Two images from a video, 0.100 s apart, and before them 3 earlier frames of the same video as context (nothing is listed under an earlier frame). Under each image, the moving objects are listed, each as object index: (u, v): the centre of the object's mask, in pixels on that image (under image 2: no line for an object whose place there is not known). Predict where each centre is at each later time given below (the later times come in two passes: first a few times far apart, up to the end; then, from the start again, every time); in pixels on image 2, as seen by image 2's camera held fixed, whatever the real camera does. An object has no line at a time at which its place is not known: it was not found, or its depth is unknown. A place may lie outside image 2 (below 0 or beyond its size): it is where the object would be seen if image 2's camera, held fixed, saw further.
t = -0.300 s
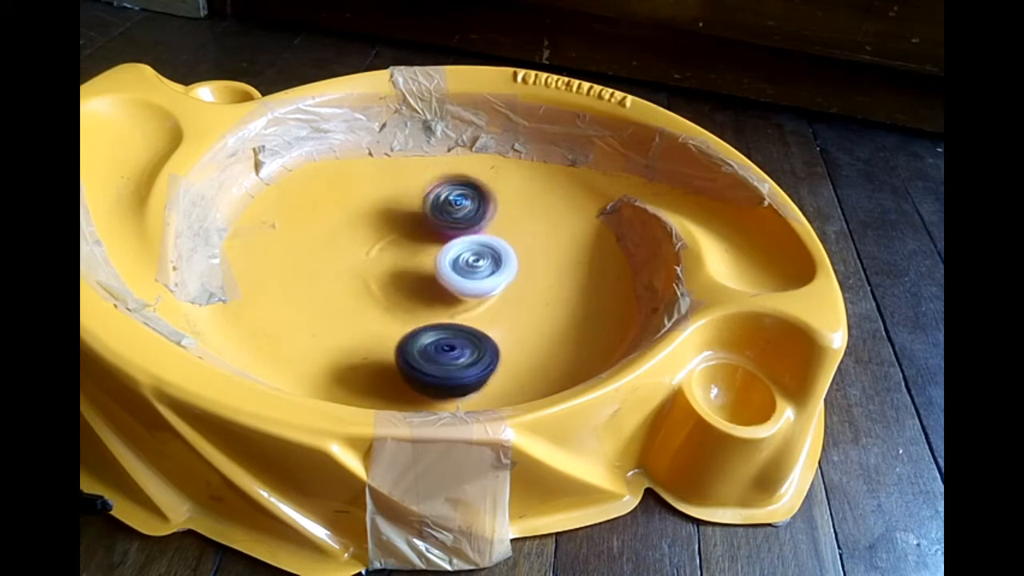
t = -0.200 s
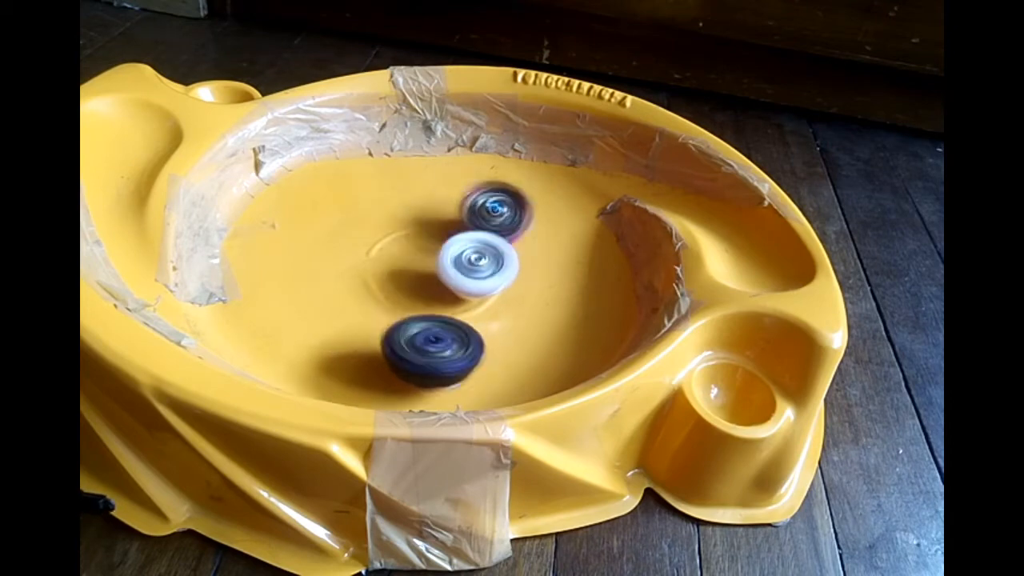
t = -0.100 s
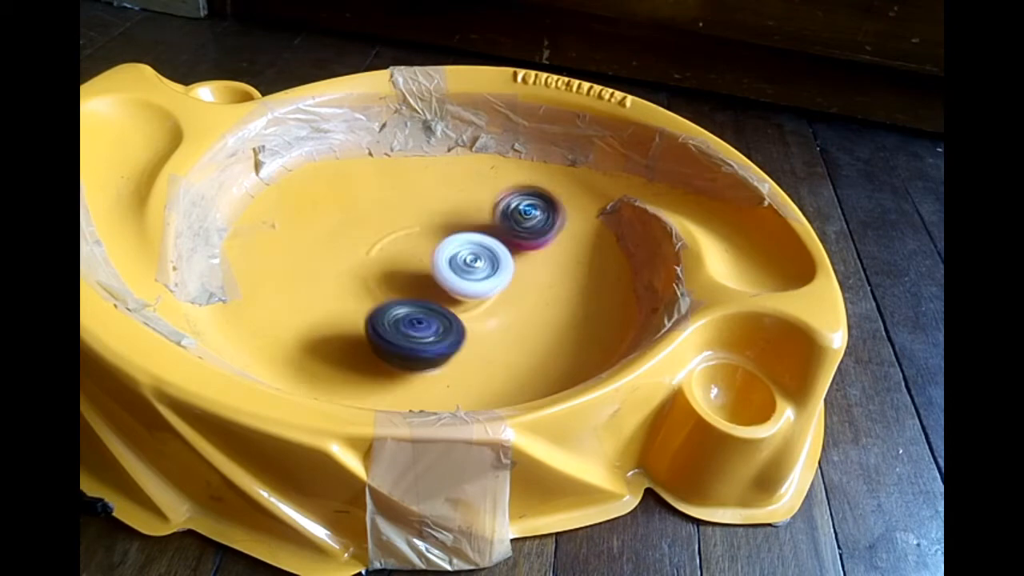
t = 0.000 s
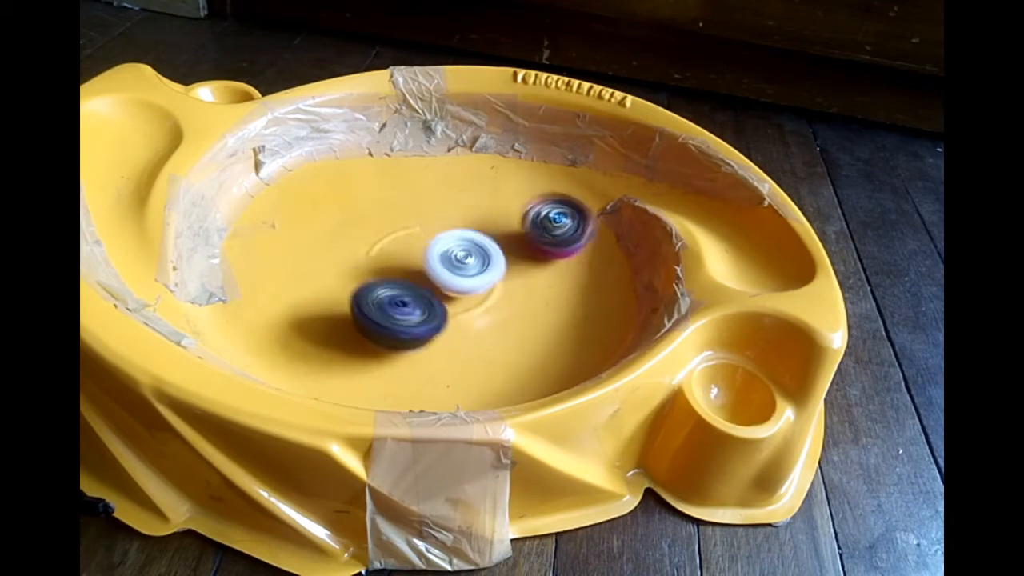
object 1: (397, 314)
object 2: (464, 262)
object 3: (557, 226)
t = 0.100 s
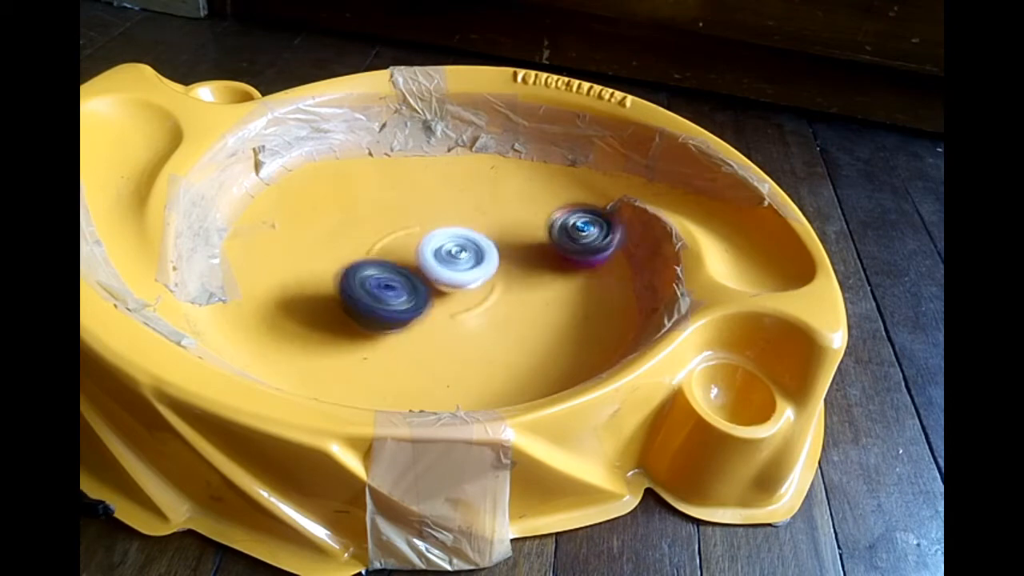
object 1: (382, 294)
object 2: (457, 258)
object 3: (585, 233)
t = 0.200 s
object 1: (366, 278)
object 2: (458, 253)
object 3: (602, 241)
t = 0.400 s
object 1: (356, 245)
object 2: (459, 248)
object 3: (595, 253)
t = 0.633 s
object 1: (380, 221)
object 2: (467, 244)
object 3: (543, 287)
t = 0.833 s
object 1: (375, 203)
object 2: (483, 208)
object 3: (500, 331)
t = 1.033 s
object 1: (377, 207)
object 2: (492, 196)
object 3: (452, 356)
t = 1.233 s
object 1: (396, 218)
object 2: (487, 194)
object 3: (391, 345)
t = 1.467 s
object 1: (401, 234)
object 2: (484, 189)
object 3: (347, 302)
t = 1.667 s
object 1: (451, 229)
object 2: (496, 183)
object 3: (247, 296)
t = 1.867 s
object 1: (477, 238)
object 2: (502, 184)
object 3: (227, 282)
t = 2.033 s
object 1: (474, 262)
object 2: (500, 183)
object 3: (245, 270)
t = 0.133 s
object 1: (375, 289)
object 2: (458, 256)
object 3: (591, 236)
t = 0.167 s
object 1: (369, 284)
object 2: (458, 255)
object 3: (598, 238)
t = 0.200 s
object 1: (366, 278)
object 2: (458, 253)
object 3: (602, 241)
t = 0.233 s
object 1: (365, 272)
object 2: (458, 253)
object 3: (605, 242)
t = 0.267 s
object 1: (366, 266)
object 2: (456, 252)
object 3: (606, 243)
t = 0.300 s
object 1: (366, 260)
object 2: (455, 251)
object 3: (606, 245)
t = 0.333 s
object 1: (366, 254)
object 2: (454, 250)
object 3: (603, 247)
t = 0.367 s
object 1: (360, 250)
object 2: (457, 249)
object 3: (600, 249)
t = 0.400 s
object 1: (356, 245)
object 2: (459, 248)
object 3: (595, 253)
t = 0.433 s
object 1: (355, 241)
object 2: (460, 247)
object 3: (588, 258)
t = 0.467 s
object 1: (356, 236)
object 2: (461, 246)
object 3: (582, 263)
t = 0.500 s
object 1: (360, 233)
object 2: (463, 246)
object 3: (574, 268)
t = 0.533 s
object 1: (364, 229)
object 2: (464, 245)
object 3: (568, 273)
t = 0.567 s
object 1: (369, 226)
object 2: (465, 245)
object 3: (561, 277)
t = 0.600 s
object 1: (376, 224)
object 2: (465, 244)
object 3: (553, 282)
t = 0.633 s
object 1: (380, 221)
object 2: (467, 244)
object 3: (543, 287)
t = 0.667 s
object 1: (384, 218)
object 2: (468, 243)
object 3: (533, 290)
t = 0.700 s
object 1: (386, 215)
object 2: (468, 242)
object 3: (524, 293)
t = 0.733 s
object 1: (387, 212)
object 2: (471, 241)
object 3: (513, 297)
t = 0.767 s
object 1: (385, 209)
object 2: (471, 231)
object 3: (510, 309)
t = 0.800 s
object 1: (381, 205)
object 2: (475, 213)
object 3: (504, 325)
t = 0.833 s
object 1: (375, 203)
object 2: (483, 208)
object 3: (500, 331)
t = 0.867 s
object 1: (371, 203)
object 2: (487, 204)
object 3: (494, 337)
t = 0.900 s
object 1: (371, 203)
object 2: (490, 201)
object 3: (488, 342)
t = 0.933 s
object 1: (372, 204)
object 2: (491, 199)
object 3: (481, 347)
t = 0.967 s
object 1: (373, 205)
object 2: (492, 197)
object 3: (473, 351)
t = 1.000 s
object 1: (375, 206)
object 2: (492, 196)
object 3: (463, 354)
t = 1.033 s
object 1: (377, 207)
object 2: (492, 196)
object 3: (452, 356)
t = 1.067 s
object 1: (381, 209)
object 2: (491, 195)
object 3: (442, 356)
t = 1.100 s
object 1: (384, 210)
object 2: (491, 194)
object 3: (431, 356)
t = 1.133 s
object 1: (386, 211)
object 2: (491, 194)
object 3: (421, 355)
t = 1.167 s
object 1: (389, 212)
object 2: (490, 194)
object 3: (410, 352)
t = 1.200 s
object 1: (393, 216)
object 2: (488, 194)
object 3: (400, 348)
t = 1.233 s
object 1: (396, 218)
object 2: (487, 194)
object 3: (391, 345)
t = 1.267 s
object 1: (400, 219)
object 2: (486, 195)
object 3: (382, 340)
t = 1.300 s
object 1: (405, 220)
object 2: (483, 195)
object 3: (373, 335)
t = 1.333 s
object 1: (410, 220)
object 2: (481, 195)
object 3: (366, 329)
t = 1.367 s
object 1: (412, 222)
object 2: (480, 194)
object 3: (360, 323)
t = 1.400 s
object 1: (406, 227)
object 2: (483, 191)
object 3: (354, 316)
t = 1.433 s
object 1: (403, 231)
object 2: (484, 190)
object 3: (350, 309)
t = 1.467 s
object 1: (401, 234)
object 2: (484, 189)
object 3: (347, 302)
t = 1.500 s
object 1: (398, 238)
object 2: (483, 190)
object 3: (345, 295)
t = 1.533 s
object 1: (401, 239)
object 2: (483, 191)
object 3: (335, 291)
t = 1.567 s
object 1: (422, 231)
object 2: (482, 192)
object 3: (302, 298)
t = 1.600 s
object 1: (435, 228)
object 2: (488, 188)
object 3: (277, 298)
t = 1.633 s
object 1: (443, 229)
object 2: (492, 185)
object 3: (259, 299)
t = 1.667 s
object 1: (451, 229)
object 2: (496, 183)
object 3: (247, 296)
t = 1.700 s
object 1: (457, 230)
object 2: (498, 182)
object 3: (239, 293)
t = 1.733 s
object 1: (462, 230)
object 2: (499, 183)
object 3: (232, 291)
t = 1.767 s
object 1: (466, 233)
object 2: (500, 183)
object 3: (224, 289)
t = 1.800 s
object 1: (470, 233)
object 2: (502, 184)
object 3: (225, 286)
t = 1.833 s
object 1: (474, 235)
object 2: (502, 184)
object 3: (227, 285)
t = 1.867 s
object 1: (477, 238)
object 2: (502, 184)
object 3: (227, 282)
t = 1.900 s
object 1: (479, 245)
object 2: (501, 183)
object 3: (231, 281)
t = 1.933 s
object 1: (478, 251)
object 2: (502, 182)
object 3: (234, 278)
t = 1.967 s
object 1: (476, 255)
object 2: (501, 182)
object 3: (236, 276)
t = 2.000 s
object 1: (475, 259)
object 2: (501, 183)
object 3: (240, 272)
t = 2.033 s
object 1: (474, 262)
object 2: (500, 183)
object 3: (245, 270)
